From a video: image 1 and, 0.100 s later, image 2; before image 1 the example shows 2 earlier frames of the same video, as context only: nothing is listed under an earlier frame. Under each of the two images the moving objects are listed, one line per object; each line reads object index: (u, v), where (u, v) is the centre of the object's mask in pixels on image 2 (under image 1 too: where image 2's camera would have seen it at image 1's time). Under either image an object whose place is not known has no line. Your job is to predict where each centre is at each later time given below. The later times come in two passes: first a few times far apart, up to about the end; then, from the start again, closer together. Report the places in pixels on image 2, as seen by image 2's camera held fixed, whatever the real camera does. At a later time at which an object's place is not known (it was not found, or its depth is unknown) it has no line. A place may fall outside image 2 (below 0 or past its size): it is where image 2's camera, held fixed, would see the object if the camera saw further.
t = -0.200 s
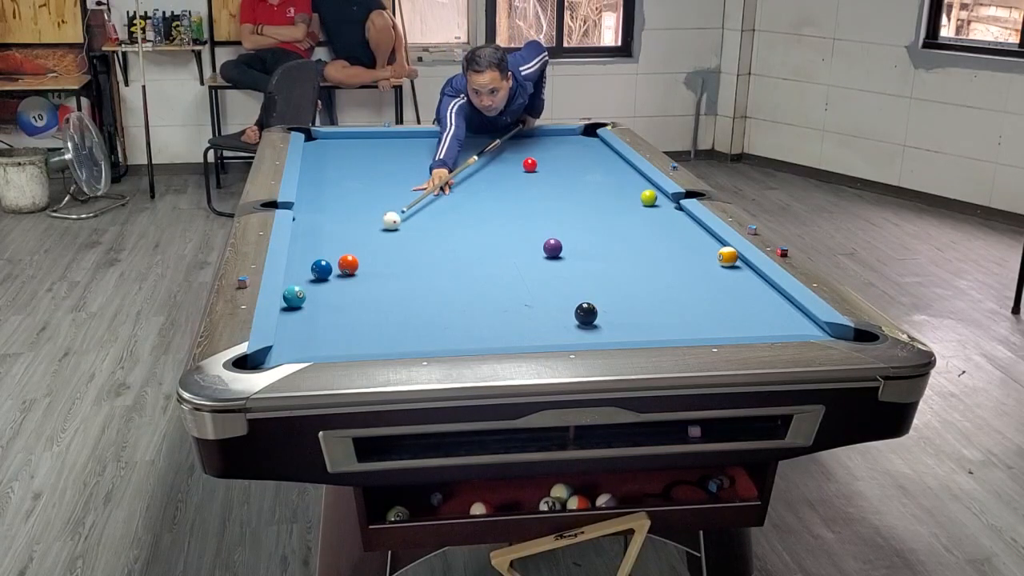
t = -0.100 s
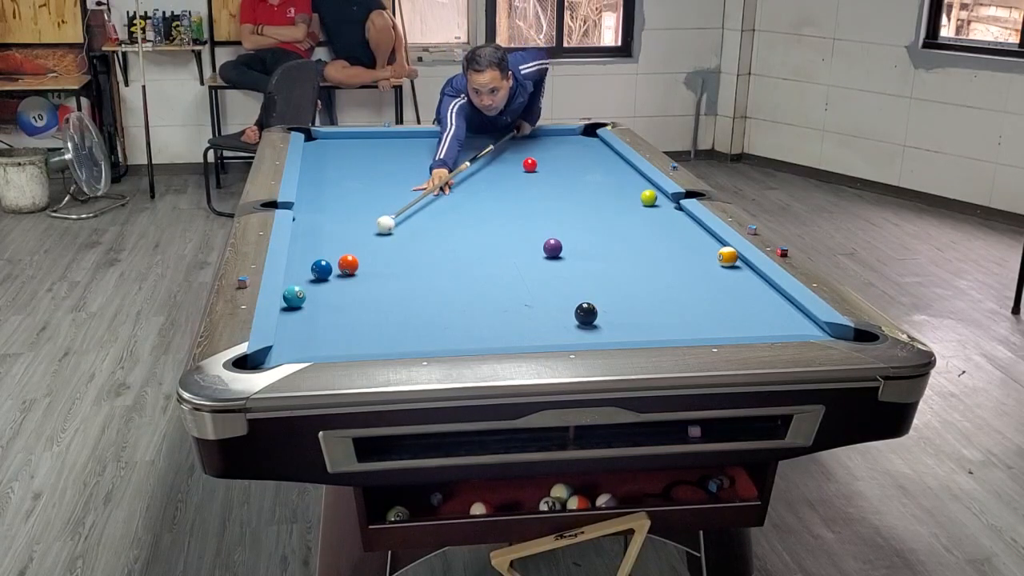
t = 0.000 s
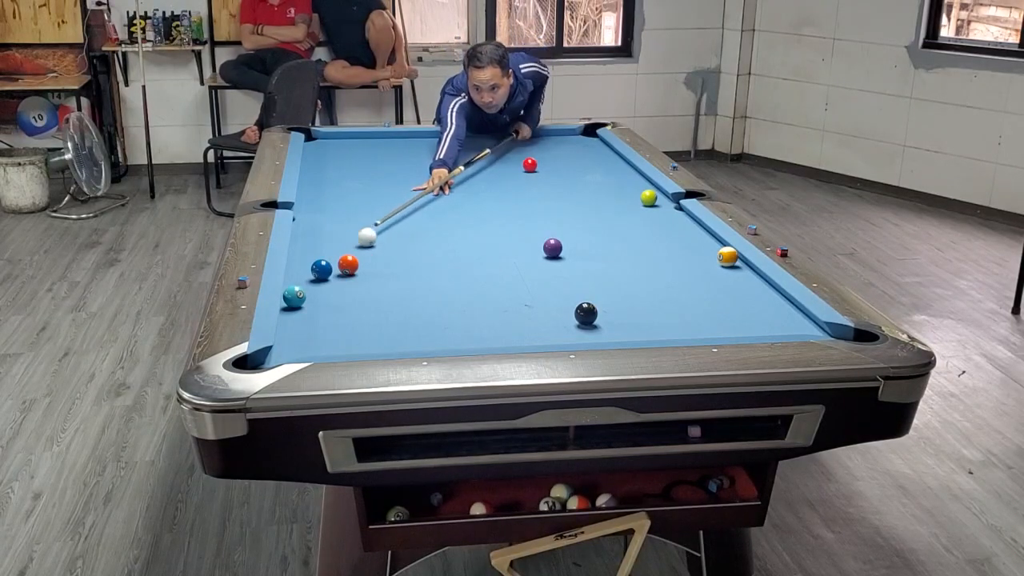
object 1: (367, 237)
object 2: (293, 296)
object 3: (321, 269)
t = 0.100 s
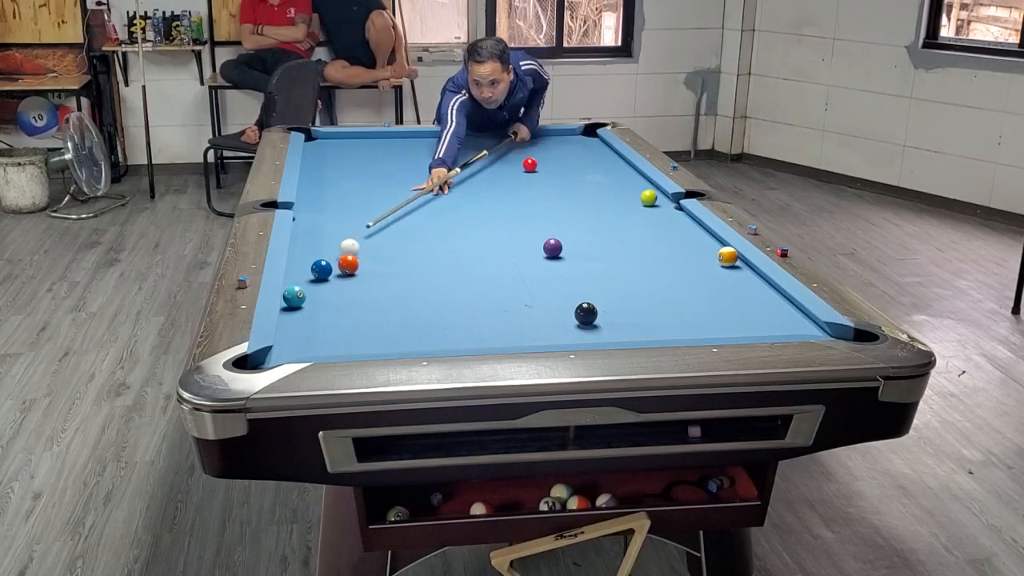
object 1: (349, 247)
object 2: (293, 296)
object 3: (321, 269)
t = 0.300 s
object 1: (320, 263)
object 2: (293, 296)
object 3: (312, 280)
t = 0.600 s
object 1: (300, 271)
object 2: (305, 308)
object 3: (307, 290)
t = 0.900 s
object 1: (314, 274)
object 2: (322, 321)
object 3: (310, 298)
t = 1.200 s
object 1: (327, 277)
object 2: (340, 336)
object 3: (312, 303)
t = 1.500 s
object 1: (339, 280)
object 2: (357, 346)
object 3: (314, 307)
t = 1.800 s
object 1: (349, 282)
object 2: (371, 344)
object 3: (314, 310)
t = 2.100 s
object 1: (357, 284)
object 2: (383, 339)
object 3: (313, 313)
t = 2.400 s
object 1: (364, 285)
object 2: (393, 331)
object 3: (312, 314)
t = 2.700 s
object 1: (369, 286)
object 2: (402, 325)
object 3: (312, 315)
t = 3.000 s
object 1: (372, 286)
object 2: (410, 320)
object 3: (312, 315)
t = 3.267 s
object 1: (371, 286)
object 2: (415, 316)
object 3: (312, 315)
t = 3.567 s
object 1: (371, 286)
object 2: (420, 312)
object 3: (312, 315)
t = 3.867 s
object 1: (371, 286)
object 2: (423, 310)
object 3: (312, 315)
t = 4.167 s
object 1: (371, 286)
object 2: (426, 308)
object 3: (312, 315)
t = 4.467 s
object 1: (371, 286)
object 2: (427, 306)
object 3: (312, 315)
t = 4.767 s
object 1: (371, 286)
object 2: (427, 305)
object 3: (312, 315)
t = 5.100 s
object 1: (371, 286)
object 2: (427, 305)
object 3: (312, 315)
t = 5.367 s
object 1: (371, 286)
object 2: (427, 305)
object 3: (312, 315)
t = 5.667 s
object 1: (371, 286)
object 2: (427, 305)
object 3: (312, 315)
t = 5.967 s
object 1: (371, 286)
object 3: (312, 315)
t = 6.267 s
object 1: (371, 286)
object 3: (312, 315)
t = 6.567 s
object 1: (371, 286)
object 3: (312, 315)
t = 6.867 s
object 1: (371, 286)
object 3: (312, 315)
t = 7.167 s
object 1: (371, 286)
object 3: (312, 315)
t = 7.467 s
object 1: (371, 286)
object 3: (312, 315)
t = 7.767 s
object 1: (371, 286)
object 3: (312, 315)
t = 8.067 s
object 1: (371, 286)
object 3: (312, 315)
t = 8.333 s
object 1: (371, 286)
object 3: (312, 315)
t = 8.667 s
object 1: (371, 286)
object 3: (312, 315)
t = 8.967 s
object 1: (371, 286)
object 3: (312, 315)
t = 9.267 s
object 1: (371, 286)
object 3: (312, 315)
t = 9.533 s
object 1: (371, 286)
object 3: (312, 315)
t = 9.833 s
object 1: (371, 286)
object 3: (312, 315)
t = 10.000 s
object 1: (371, 286)
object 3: (312, 315)
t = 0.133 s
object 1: (342, 250)
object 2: (293, 296)
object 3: (321, 269)
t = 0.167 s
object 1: (335, 255)
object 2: (293, 296)
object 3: (321, 269)
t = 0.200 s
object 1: (332, 258)
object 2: (293, 296)
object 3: (321, 269)
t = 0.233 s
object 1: (327, 260)
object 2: (293, 296)
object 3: (319, 271)
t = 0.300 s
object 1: (320, 263)
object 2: (293, 296)
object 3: (312, 280)
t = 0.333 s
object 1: (316, 264)
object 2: (293, 296)
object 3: (309, 283)
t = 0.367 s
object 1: (313, 265)
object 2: (293, 296)
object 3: (307, 285)
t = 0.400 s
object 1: (309, 266)
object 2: (291, 298)
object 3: (306, 288)
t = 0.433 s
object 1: (305, 267)
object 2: (293, 300)
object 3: (307, 288)
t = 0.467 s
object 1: (302, 268)
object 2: (297, 301)
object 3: (307, 288)
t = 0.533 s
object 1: (296, 270)
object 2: (301, 305)
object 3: (307, 289)
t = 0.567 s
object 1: (298, 270)
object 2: (303, 306)
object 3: (307, 289)
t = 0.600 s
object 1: (300, 271)
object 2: (305, 308)
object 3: (307, 290)
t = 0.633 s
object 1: (301, 271)
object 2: (307, 309)
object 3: (307, 291)
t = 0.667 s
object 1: (303, 271)
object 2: (309, 311)
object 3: (307, 292)
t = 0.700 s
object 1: (305, 272)
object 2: (311, 312)
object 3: (308, 293)
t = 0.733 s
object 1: (306, 272)
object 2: (313, 314)
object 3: (308, 294)
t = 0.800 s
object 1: (310, 273)
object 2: (316, 317)
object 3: (308, 296)
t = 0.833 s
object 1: (311, 273)
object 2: (319, 319)
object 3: (309, 297)
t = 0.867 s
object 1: (313, 274)
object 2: (320, 320)
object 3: (309, 298)
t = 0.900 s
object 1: (314, 274)
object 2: (322, 321)
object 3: (310, 298)
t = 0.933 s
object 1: (316, 274)
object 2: (324, 323)
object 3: (310, 299)
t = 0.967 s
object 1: (318, 275)
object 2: (326, 325)
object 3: (310, 299)
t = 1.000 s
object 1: (319, 275)
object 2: (328, 326)
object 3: (310, 300)
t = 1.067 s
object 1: (322, 276)
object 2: (332, 329)
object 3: (311, 301)
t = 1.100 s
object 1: (323, 276)
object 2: (334, 331)
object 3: (311, 302)
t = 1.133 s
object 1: (325, 277)
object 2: (336, 332)
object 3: (312, 302)
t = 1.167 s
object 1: (326, 277)
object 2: (338, 334)
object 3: (312, 303)
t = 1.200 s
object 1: (327, 277)
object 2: (340, 336)
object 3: (312, 303)
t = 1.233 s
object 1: (329, 278)
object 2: (342, 337)
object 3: (312, 303)
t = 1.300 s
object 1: (332, 278)
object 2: (346, 340)
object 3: (313, 304)
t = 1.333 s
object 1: (333, 279)
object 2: (348, 341)
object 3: (313, 305)
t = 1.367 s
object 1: (334, 279)
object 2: (349, 343)
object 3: (313, 305)
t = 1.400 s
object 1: (336, 279)
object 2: (351, 344)
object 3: (313, 306)
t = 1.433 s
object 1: (337, 280)
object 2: (353, 344)
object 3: (314, 306)
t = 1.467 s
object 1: (338, 280)
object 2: (355, 345)
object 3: (314, 307)
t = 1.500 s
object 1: (339, 280)
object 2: (357, 346)
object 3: (314, 307)
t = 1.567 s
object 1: (341, 281)
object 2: (361, 347)
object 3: (314, 308)
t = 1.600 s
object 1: (343, 281)
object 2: (362, 348)
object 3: (314, 308)
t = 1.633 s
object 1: (344, 281)
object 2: (364, 347)
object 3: (314, 309)
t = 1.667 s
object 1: (345, 281)
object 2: (366, 347)
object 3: (314, 309)
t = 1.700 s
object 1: (346, 281)
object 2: (367, 346)
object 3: (314, 310)
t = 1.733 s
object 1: (347, 282)
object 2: (368, 345)
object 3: (314, 310)
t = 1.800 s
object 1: (349, 282)
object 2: (371, 344)
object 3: (314, 310)
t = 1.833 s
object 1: (350, 282)
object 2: (373, 344)
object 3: (314, 311)
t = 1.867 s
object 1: (351, 283)
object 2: (374, 343)
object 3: (314, 311)
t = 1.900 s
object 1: (352, 283)
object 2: (375, 342)
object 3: (314, 311)
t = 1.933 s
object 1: (353, 283)
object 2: (377, 342)
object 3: (313, 311)
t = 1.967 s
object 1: (354, 283)
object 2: (378, 341)
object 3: (313, 312)
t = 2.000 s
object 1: (355, 283)
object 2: (379, 341)
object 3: (313, 312)
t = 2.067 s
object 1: (356, 284)
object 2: (382, 339)
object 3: (313, 312)
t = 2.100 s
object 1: (357, 284)
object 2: (383, 339)
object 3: (313, 313)
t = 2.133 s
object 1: (358, 284)
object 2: (384, 338)
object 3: (313, 313)
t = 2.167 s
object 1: (359, 284)
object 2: (386, 337)
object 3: (313, 313)
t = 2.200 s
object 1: (359, 284)
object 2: (387, 336)
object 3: (313, 313)
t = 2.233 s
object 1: (360, 284)
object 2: (388, 335)
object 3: (313, 313)
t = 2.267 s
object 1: (361, 284)
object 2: (389, 335)
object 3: (313, 314)
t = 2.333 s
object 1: (362, 285)
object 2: (391, 333)
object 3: (312, 314)
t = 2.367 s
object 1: (363, 285)
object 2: (392, 332)
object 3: (312, 314)
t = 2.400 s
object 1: (364, 285)
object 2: (393, 331)
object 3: (312, 314)
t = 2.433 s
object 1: (364, 285)
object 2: (394, 331)
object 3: (312, 314)
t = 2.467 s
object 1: (365, 285)
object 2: (395, 330)
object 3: (312, 314)
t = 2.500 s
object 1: (365, 285)
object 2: (397, 329)
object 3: (312, 314)
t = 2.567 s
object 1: (367, 285)
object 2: (398, 328)
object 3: (312, 315)
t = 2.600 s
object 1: (367, 285)
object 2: (400, 327)
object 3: (312, 315)
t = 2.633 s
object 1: (368, 285)
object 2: (400, 326)
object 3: (312, 315)
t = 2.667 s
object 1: (368, 286)
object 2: (401, 326)
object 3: (312, 315)
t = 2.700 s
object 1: (369, 286)
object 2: (402, 325)
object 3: (312, 315)
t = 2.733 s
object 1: (369, 286)
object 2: (403, 325)
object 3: (312, 315)
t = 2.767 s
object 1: (369, 286)
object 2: (404, 324)
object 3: (312, 315)
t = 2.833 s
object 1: (370, 286)
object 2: (406, 323)
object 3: (312, 315)
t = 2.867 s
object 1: (370, 286)
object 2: (407, 322)
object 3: (312, 315)
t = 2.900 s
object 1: (371, 286)
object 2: (408, 322)
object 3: (312, 315)
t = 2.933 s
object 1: (371, 286)
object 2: (408, 321)
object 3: (312, 315)
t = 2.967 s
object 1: (371, 286)
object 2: (409, 321)
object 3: (312, 315)
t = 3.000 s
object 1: (372, 286)
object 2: (410, 320)
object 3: (312, 315)
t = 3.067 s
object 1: (372, 286)
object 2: (411, 319)
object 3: (312, 315)
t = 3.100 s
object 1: (372, 286)
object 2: (412, 318)
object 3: (312, 315)
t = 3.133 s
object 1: (372, 286)
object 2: (412, 318)
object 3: (312, 315)
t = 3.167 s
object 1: (372, 286)
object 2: (413, 317)
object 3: (312, 315)
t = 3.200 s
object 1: (372, 286)
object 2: (414, 317)
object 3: (312, 315)
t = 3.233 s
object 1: (372, 286)
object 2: (414, 317)
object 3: (312, 315)
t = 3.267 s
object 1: (371, 286)
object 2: (415, 316)
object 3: (312, 315)
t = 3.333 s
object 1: (371, 286)
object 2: (416, 315)
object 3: (312, 315)
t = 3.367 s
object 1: (371, 286)
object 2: (417, 315)
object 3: (312, 315)
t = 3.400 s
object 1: (371, 286)
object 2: (417, 314)
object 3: (312, 315)
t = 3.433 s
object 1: (371, 286)
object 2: (418, 314)
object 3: (312, 315)
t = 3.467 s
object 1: (371, 286)
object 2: (418, 313)
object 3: (312, 315)
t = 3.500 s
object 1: (371, 286)
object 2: (419, 313)
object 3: (312, 315)
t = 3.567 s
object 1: (371, 286)
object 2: (420, 312)
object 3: (312, 315)
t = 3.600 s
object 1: (371, 286)
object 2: (420, 312)
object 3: (312, 315)
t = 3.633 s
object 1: (371, 286)
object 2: (420, 312)
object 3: (312, 315)
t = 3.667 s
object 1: (371, 286)
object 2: (421, 311)
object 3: (312, 315)
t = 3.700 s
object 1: (371, 286)
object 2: (421, 311)
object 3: (312, 315)
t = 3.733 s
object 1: (371, 286)
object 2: (422, 311)
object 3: (312, 315)
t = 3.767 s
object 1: (371, 286)
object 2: (422, 311)
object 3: (312, 315)
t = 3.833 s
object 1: (371, 286)
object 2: (423, 310)
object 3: (312, 315)
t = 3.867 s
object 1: (371, 286)
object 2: (423, 310)
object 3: (312, 315)
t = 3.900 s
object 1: (371, 286)
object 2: (423, 309)
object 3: (312, 315)
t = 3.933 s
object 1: (371, 286)
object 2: (424, 309)
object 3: (312, 315)
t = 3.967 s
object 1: (371, 286)
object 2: (424, 309)
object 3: (312, 315)
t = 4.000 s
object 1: (371, 286)
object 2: (425, 309)
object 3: (312, 315)
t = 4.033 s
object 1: (371, 286)
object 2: (425, 309)
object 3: (312, 315)
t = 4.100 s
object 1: (371, 286)
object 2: (425, 308)
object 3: (312, 315)
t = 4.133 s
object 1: (371, 286)
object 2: (426, 308)
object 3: (312, 315)
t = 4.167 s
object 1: (371, 286)
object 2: (426, 308)
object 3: (312, 315)
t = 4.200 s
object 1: (371, 286)
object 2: (426, 308)
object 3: (312, 315)
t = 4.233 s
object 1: (371, 286)
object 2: (426, 307)
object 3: (312, 315)
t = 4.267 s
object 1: (371, 286)
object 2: (426, 307)
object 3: (312, 315)
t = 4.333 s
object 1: (371, 286)
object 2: (427, 307)
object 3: (312, 315)
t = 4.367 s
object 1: (371, 286)
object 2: (427, 307)
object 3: (312, 315)
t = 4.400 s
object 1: (371, 286)
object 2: (427, 307)
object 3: (312, 315)
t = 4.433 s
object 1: (371, 286)
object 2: (427, 306)
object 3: (312, 315)
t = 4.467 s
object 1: (371, 286)
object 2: (427, 306)
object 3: (312, 315)
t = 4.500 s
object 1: (371, 286)
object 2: (427, 306)
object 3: (312, 315)
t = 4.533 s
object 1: (371, 286)
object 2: (427, 306)
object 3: (312, 315)
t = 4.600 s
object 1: (371, 286)
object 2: (427, 306)
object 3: (312, 315)
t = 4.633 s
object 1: (371, 286)
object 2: (427, 306)
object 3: (312, 315)
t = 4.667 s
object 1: (371, 286)
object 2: (427, 306)
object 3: (312, 315)
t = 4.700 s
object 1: (371, 286)
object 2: (427, 306)
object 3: (312, 315)
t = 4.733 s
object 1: (371, 286)
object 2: (427, 306)
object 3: (312, 315)
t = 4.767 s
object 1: (371, 286)
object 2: (427, 305)
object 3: (312, 315)
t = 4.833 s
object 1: (371, 286)
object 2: (427, 305)
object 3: (312, 315)
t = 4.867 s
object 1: (371, 286)
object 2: (427, 306)
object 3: (312, 315)
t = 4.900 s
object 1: (371, 286)
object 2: (427, 305)
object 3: (312, 315)
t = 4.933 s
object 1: (371, 286)
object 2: (427, 305)
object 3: (312, 315)
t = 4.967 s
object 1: (371, 286)
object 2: (427, 306)
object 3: (312, 315)
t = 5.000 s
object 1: (371, 286)
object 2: (427, 305)
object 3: (312, 315)
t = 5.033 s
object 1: (371, 286)
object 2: (427, 305)
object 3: (312, 315)
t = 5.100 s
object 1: (371, 286)
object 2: (427, 305)
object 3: (312, 315)
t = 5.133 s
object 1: (371, 286)
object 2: (427, 305)
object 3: (312, 315)
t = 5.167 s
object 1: (371, 286)
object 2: (426, 306)
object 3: (312, 315)
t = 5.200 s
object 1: (371, 286)
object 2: (427, 305)
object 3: (312, 315)
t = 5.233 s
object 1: (371, 286)
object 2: (427, 305)
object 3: (312, 315)
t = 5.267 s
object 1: (371, 286)
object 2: (426, 306)
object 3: (312, 315)
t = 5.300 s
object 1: (371, 286)
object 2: (427, 305)
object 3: (312, 315)
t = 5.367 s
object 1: (371, 286)
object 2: (427, 305)
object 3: (312, 315)
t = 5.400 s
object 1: (371, 286)
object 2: (427, 305)
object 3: (312, 315)
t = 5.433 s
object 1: (371, 286)
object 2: (427, 305)
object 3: (312, 315)
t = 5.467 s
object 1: (371, 286)
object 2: (426, 306)
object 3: (312, 315)
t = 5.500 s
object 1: (371, 286)
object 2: (427, 305)
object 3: (312, 315)
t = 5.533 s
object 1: (371, 286)
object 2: (427, 305)
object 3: (312, 315)
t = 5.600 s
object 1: (371, 286)
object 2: (426, 306)
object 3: (312, 315)
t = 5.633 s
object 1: (371, 286)
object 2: (426, 306)
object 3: (312, 315)
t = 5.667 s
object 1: (371, 286)
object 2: (427, 305)
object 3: (312, 315)
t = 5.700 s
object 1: (371, 286)
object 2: (427, 305)
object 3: (312, 315)
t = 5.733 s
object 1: (371, 286)
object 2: (427, 305)
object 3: (312, 315)
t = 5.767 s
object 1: (371, 286)
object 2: (427, 305)
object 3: (312, 315)
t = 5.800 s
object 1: (371, 286)
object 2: (426, 306)
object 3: (312, 315)
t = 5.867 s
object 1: (371, 286)
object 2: (427, 305)
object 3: (312, 315)
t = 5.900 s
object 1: (371, 286)
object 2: (427, 305)
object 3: (312, 315)
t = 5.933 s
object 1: (371, 286)
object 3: (312, 315)
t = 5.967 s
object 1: (371, 286)
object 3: (312, 315)
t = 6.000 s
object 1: (371, 286)
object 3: (312, 315)
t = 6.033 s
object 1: (371, 286)
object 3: (312, 315)
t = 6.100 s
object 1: (371, 286)
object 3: (312, 315)
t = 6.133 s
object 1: (371, 286)
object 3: (312, 315)
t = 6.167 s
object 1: (371, 286)
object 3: (312, 315)
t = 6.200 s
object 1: (371, 286)
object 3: (312, 315)
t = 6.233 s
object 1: (371, 286)
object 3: (312, 315)
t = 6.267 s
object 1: (371, 286)
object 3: (312, 315)
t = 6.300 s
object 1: (371, 286)
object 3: (312, 315)
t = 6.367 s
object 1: (371, 286)
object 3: (312, 315)
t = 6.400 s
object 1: (371, 286)
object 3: (312, 315)
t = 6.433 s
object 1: (371, 286)
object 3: (312, 315)
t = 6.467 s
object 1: (371, 286)
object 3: (312, 315)
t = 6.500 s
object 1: (371, 286)
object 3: (312, 315)
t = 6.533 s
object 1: (371, 286)
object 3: (312, 315)
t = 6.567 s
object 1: (371, 286)
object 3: (312, 315)
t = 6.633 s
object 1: (371, 286)
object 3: (312, 315)
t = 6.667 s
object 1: (371, 286)
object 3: (312, 315)
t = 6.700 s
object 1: (371, 286)
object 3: (312, 315)
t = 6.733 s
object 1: (371, 286)
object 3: (312, 315)
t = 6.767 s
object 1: (371, 286)
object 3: (312, 315)
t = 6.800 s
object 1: (371, 286)
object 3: (312, 315)
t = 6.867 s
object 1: (371, 286)
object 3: (312, 315)
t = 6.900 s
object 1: (371, 286)
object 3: (312, 315)
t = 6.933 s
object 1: (371, 286)
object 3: (312, 315)
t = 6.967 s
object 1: (371, 286)
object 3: (312, 315)
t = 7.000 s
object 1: (371, 286)
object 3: (312, 315)
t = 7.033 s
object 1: (371, 286)
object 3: (312, 315)
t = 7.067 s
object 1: (371, 286)
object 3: (312, 315)
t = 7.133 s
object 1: (371, 286)
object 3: (312, 315)
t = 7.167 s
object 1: (371, 286)
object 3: (312, 315)
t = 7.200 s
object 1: (371, 286)
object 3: (312, 315)
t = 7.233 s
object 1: (371, 286)
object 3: (312, 315)
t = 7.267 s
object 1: (371, 286)
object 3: (312, 315)
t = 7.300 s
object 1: (371, 286)
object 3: (312, 315)
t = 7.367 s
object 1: (371, 286)
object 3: (312, 315)
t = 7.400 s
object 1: (371, 286)
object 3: (312, 315)
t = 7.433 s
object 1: (371, 286)
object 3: (312, 315)
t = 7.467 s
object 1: (371, 286)
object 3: (312, 315)
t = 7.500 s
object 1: (371, 286)
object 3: (312, 315)
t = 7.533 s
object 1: (371, 286)
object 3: (312, 315)
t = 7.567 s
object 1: (371, 286)
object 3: (312, 315)
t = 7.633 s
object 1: (371, 286)
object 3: (312, 315)
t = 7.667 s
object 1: (371, 286)
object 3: (312, 315)
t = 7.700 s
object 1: (371, 286)
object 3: (312, 315)
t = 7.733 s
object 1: (371, 286)
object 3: (312, 315)
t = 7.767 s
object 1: (371, 286)
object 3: (312, 315)
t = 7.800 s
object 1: (371, 286)
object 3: (312, 315)
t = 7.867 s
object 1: (371, 286)
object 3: (312, 315)
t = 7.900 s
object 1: (371, 286)
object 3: (312, 315)
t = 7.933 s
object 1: (371, 286)
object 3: (312, 315)
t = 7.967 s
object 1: (371, 286)
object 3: (312, 315)
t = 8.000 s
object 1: (371, 286)
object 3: (312, 315)
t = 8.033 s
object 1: (371, 286)
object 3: (312, 315)
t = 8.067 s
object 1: (371, 286)
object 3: (312, 315)
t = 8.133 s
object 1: (371, 286)
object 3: (312, 315)
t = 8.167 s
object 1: (371, 286)
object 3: (312, 315)
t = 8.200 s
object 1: (371, 286)
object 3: (312, 315)
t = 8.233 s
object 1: (371, 286)
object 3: (312, 315)
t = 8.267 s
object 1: (371, 286)
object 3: (312, 315)
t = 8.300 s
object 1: (371, 286)
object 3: (312, 315)
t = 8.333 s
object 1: (371, 286)
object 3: (312, 315)
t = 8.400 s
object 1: (371, 286)
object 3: (312, 315)
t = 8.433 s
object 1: (371, 286)
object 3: (312, 315)
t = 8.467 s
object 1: (371, 286)
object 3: (312, 315)
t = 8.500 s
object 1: (371, 286)
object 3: (312, 315)
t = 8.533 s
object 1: (371, 286)
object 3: (312, 315)
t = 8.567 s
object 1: (371, 286)
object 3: (312, 315)
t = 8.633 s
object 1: (371, 286)
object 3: (312, 315)
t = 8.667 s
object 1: (371, 286)
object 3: (312, 315)
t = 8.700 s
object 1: (371, 286)
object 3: (312, 315)
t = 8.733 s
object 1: (371, 286)
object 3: (312, 315)
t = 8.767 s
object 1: (371, 286)
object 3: (312, 315)
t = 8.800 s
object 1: (371, 286)
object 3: (312, 315)
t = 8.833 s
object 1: (371, 286)
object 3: (312, 315)
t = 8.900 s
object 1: (371, 286)
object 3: (312, 315)
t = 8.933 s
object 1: (371, 286)
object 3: (312, 315)
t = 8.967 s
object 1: (371, 286)
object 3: (312, 315)
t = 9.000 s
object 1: (371, 286)
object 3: (312, 315)
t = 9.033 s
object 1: (371, 286)
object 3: (312, 315)
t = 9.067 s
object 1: (371, 286)
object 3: (312, 315)
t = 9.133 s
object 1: (371, 286)
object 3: (312, 315)
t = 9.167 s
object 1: (371, 286)
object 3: (312, 315)
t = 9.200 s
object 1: (371, 286)
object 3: (312, 315)
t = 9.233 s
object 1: (371, 286)
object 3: (312, 315)
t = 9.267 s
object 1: (371, 286)
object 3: (312, 315)
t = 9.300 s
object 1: (371, 286)
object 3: (312, 315)
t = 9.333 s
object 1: (371, 286)
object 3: (312, 315)
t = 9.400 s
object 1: (371, 286)
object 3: (312, 315)
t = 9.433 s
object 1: (371, 286)
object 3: (312, 315)
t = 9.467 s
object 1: (371, 286)
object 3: (312, 315)
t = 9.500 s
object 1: (371, 286)
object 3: (312, 315)
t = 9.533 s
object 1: (371, 286)
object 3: (312, 315)
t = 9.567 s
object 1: (371, 286)
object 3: (312, 315)
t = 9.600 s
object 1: (371, 286)
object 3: (312, 315)
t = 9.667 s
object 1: (371, 286)
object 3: (312, 315)
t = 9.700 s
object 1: (371, 286)
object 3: (312, 315)
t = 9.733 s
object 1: (371, 286)
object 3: (312, 315)
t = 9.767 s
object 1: (371, 286)
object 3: (312, 315)
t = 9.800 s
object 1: (371, 286)
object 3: (312, 315)
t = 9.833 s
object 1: (371, 286)
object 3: (312, 315)
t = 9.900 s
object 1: (371, 286)
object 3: (312, 315)
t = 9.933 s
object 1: (371, 286)
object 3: (312, 315)
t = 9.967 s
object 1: (371, 286)
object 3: (312, 315)
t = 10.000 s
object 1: (371, 286)
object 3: (312, 315)
